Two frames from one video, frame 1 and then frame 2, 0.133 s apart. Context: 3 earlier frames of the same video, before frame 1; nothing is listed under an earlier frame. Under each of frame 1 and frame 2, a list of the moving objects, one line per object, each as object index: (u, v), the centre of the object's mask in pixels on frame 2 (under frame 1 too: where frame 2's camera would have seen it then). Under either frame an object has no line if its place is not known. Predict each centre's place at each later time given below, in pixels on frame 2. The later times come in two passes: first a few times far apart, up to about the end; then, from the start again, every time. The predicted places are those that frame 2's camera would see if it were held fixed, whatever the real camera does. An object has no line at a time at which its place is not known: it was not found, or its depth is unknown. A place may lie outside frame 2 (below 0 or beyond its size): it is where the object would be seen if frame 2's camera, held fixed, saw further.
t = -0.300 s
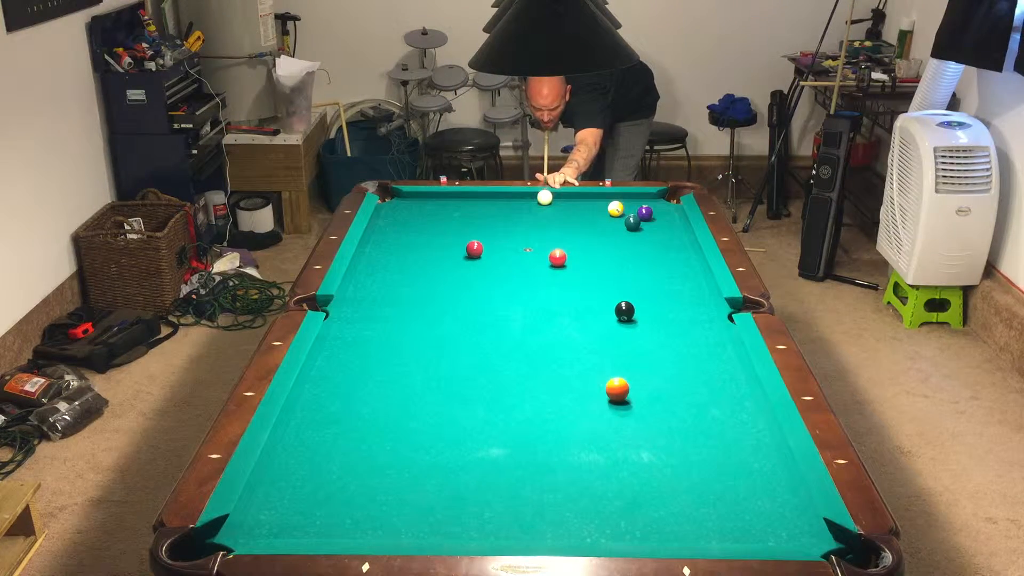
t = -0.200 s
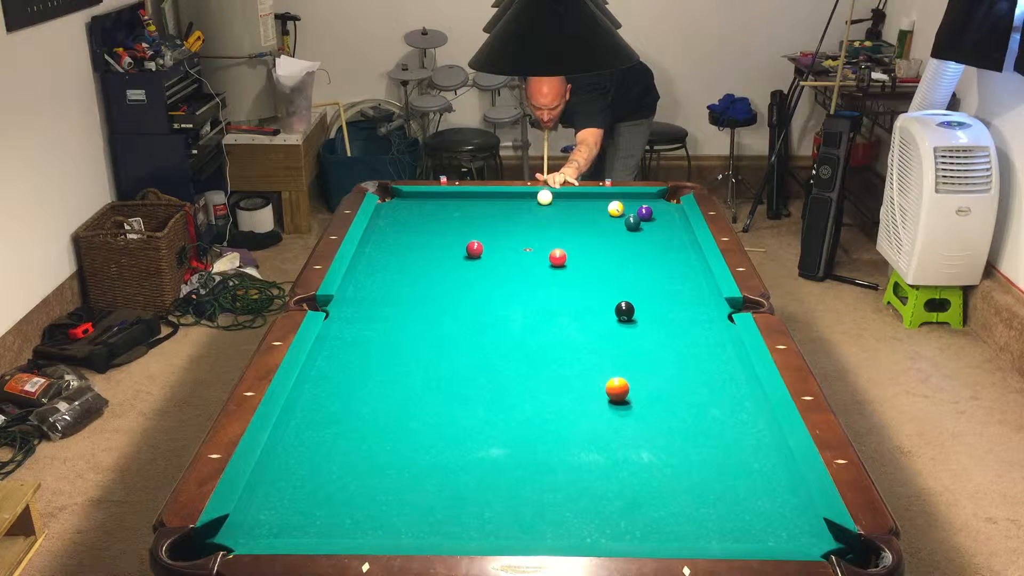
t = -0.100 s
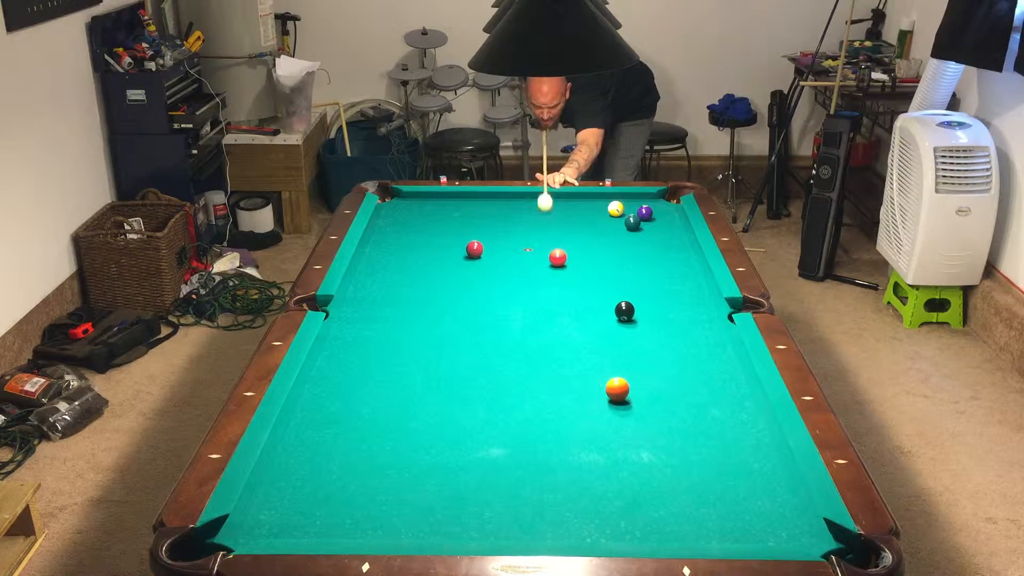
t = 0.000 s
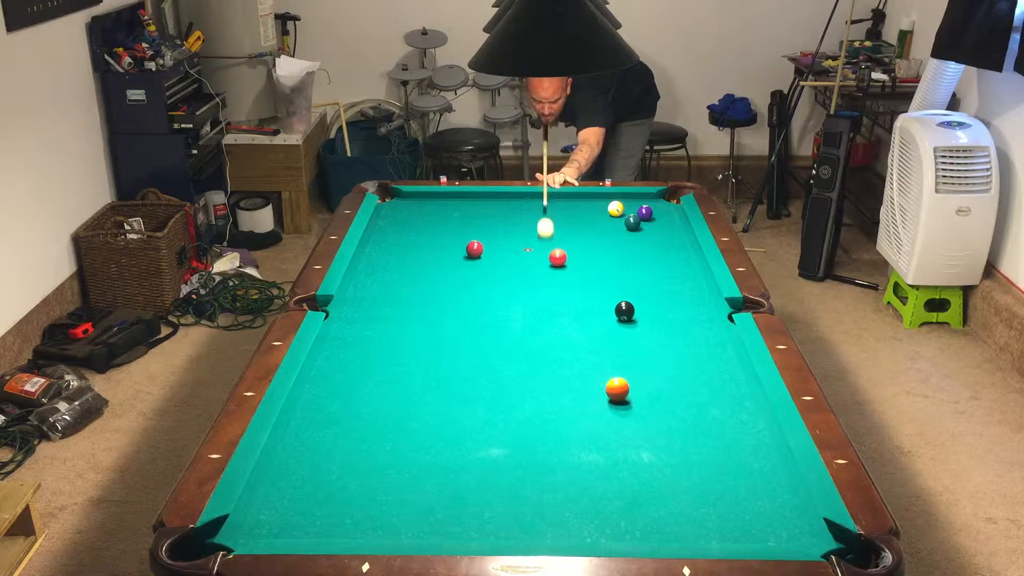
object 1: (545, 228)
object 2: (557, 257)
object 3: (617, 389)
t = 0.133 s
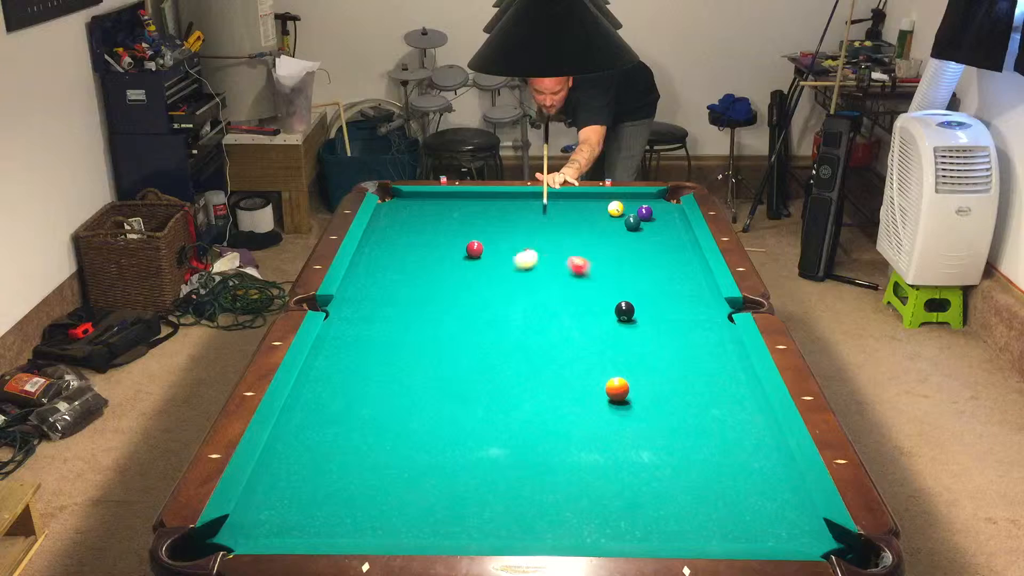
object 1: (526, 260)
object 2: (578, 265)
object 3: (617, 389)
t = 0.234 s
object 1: (489, 277)
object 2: (618, 281)
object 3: (617, 389)
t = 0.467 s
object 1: (399, 329)
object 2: (702, 317)
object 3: (617, 389)
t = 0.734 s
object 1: (314, 400)
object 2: (700, 351)
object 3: (617, 389)
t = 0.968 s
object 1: (340, 460)
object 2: (669, 379)
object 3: (617, 389)
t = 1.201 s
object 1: (373, 528)
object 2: (635, 410)
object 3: (617, 389)
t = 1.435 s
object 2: (598, 443)
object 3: (617, 389)
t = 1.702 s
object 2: (552, 484)
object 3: (617, 389)
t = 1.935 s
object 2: (508, 523)
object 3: (617, 389)
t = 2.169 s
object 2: (463, 514)
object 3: (615, 385)
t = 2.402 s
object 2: (426, 487)
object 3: (610, 374)
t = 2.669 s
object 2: (390, 460)
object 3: (605, 363)
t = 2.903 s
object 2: (363, 439)
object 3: (601, 354)
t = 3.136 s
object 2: (339, 421)
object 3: (597, 347)
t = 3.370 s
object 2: (318, 404)
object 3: (595, 341)
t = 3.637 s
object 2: (306, 388)
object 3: (593, 335)
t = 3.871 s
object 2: (324, 380)
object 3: (592, 327)
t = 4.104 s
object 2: (339, 372)
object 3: (590, 328)
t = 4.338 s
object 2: (353, 365)
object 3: (589, 326)
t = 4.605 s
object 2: (367, 358)
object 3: (589, 326)
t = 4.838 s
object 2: (377, 353)
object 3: (588, 326)
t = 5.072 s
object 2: (386, 349)
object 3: (588, 326)
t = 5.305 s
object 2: (394, 345)
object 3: (588, 325)
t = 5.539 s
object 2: (400, 342)
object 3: (588, 325)
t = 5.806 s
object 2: (406, 340)
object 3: (588, 325)
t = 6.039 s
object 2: (409, 339)
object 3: (588, 325)
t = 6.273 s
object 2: (411, 339)
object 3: (588, 326)
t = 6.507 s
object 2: (412, 339)
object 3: (588, 325)
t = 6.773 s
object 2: (411, 339)
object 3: (588, 325)
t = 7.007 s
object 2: (412, 339)
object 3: (588, 325)
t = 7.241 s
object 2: (412, 339)
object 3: (588, 325)
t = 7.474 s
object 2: (412, 339)
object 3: (588, 326)
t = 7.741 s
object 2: (412, 339)
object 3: (588, 325)
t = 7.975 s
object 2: (412, 339)
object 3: (588, 325)
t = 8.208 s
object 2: (412, 339)
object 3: (588, 326)
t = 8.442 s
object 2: (412, 339)
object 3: (588, 325)
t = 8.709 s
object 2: (412, 338)
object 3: (588, 325)
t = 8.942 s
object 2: (412, 338)
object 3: (588, 325)
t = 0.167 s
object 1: (513, 265)
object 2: (592, 271)
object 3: (617, 389)
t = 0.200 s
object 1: (501, 271)
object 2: (605, 276)
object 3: (617, 389)
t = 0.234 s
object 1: (489, 277)
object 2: (618, 281)
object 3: (617, 389)
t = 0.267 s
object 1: (477, 284)
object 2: (630, 287)
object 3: (617, 389)
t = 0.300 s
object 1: (465, 291)
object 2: (641, 292)
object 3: (617, 389)
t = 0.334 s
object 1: (453, 298)
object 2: (653, 296)
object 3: (617, 389)
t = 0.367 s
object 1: (440, 305)
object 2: (665, 301)
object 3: (617, 389)
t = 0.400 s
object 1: (427, 313)
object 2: (677, 306)
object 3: (617, 389)
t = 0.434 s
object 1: (413, 320)
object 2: (689, 311)
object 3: (617, 389)
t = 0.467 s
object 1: (399, 329)
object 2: (702, 317)
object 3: (617, 389)
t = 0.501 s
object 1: (384, 337)
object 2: (714, 322)
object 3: (617, 389)
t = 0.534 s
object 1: (369, 346)
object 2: (726, 328)
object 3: (617, 389)
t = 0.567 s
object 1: (353, 355)
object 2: (722, 332)
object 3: (617, 389)
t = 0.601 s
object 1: (336, 365)
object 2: (717, 335)
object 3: (617, 389)
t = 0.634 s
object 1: (320, 374)
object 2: (713, 339)
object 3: (617, 389)
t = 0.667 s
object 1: (306, 385)
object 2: (709, 343)
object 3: (617, 389)
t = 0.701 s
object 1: (310, 393)
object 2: (705, 347)
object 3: (617, 389)
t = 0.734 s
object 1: (314, 400)
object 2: (700, 351)
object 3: (617, 389)
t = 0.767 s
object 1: (317, 407)
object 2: (696, 354)
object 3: (617, 389)
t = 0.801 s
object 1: (321, 416)
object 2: (692, 359)
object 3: (617, 389)
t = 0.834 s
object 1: (324, 424)
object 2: (687, 363)
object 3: (617, 389)
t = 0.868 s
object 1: (328, 433)
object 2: (683, 367)
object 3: (617, 389)
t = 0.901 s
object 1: (332, 442)
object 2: (678, 371)
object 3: (617, 389)
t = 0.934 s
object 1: (336, 451)
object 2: (673, 375)
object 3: (617, 389)
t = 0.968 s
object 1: (340, 460)
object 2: (669, 379)
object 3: (617, 389)
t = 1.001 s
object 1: (344, 469)
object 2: (664, 383)
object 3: (617, 389)
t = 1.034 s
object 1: (348, 479)
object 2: (659, 387)
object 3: (617, 389)
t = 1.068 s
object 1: (353, 489)
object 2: (655, 392)
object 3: (617, 389)
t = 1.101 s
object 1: (357, 500)
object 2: (650, 397)
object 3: (617, 389)
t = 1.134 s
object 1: (362, 511)
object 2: (645, 401)
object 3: (617, 389)
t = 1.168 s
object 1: (367, 522)
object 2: (640, 405)
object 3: (617, 389)
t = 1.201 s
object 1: (373, 528)
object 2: (635, 410)
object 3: (617, 389)
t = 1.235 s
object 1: (385, 526)
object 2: (630, 415)
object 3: (617, 389)
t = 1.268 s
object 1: (397, 522)
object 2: (625, 420)
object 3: (617, 389)
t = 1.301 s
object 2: (619, 424)
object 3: (617, 389)
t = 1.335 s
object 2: (614, 428)
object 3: (617, 389)
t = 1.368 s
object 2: (609, 433)
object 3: (617, 389)
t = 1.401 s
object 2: (604, 438)
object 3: (617, 389)
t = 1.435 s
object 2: (598, 443)
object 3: (617, 389)
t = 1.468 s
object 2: (592, 448)
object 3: (617, 389)
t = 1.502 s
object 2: (587, 453)
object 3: (617, 389)
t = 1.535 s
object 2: (581, 458)
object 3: (617, 389)
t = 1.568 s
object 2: (575, 463)
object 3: (617, 389)
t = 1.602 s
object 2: (570, 468)
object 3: (617, 389)
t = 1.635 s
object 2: (564, 473)
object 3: (617, 389)
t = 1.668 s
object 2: (558, 478)
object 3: (617, 389)
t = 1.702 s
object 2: (552, 484)
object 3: (617, 389)
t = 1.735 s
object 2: (546, 490)
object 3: (617, 389)
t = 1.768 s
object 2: (540, 495)
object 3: (617, 389)
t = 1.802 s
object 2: (534, 500)
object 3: (617, 389)
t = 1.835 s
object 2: (527, 506)
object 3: (617, 389)
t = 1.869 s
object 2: (521, 512)
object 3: (617, 389)
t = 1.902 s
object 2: (514, 517)
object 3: (617, 389)
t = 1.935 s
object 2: (508, 523)
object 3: (617, 389)
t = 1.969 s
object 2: (501, 527)
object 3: (617, 389)
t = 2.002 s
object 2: (494, 530)
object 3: (617, 390)
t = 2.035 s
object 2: (487, 529)
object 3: (618, 387)
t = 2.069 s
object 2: (481, 526)
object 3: (617, 385)
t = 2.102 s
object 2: (475, 523)
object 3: (615, 385)
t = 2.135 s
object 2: (469, 519)
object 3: (615, 386)
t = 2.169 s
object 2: (463, 514)
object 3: (615, 385)
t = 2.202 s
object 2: (458, 510)
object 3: (614, 383)
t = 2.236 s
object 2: (452, 506)
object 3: (614, 382)
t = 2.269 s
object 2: (447, 502)
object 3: (613, 380)
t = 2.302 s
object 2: (442, 498)
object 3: (612, 379)
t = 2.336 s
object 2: (436, 494)
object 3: (611, 377)
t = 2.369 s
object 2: (431, 491)
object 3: (611, 376)
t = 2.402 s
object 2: (426, 487)
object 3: (610, 374)
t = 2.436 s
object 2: (421, 483)
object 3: (609, 373)
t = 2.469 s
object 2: (417, 480)
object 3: (609, 371)
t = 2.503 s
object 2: (412, 476)
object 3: (608, 370)
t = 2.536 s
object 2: (407, 473)
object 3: (607, 368)
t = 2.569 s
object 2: (403, 470)
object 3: (607, 367)
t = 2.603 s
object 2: (399, 467)
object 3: (606, 365)
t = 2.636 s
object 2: (394, 463)
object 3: (605, 364)
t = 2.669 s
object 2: (390, 460)
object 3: (605, 363)
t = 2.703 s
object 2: (386, 457)
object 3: (604, 361)
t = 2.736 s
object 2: (382, 454)
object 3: (603, 360)
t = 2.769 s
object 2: (378, 451)
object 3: (603, 359)
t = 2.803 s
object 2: (374, 448)
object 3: (602, 358)
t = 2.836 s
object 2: (370, 445)
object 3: (602, 357)
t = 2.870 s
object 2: (366, 442)
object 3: (601, 355)
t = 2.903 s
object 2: (363, 439)
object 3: (601, 354)
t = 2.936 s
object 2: (359, 437)
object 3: (600, 353)
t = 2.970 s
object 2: (356, 434)
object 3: (600, 352)
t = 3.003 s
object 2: (352, 431)
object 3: (599, 351)
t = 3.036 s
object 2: (349, 428)
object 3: (599, 350)
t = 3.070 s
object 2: (345, 426)
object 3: (598, 349)
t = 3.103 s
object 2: (342, 423)
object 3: (598, 348)
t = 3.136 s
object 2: (339, 421)
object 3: (597, 347)
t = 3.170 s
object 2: (336, 418)
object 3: (597, 346)
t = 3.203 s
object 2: (333, 416)
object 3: (597, 345)
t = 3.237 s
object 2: (329, 413)
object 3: (596, 344)
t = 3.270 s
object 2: (327, 411)
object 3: (596, 343)
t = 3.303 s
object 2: (323, 409)
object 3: (595, 343)
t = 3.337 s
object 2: (321, 406)
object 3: (595, 342)
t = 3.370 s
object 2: (318, 404)
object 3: (595, 341)
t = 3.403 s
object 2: (315, 402)
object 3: (595, 340)
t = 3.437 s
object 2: (312, 400)
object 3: (594, 339)
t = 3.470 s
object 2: (310, 398)
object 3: (594, 339)
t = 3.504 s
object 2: (307, 395)
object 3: (594, 338)
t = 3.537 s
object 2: (305, 393)
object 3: (593, 337)
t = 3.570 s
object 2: (302, 391)
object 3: (593, 337)
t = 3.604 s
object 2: (304, 390)
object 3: (593, 336)
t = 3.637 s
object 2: (306, 388)
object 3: (593, 335)
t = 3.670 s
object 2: (309, 386)
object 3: (592, 334)
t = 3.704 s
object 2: (311, 386)
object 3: (591, 333)
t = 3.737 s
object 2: (314, 384)
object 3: (590, 332)
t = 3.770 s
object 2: (316, 383)
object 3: (590, 330)
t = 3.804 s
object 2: (319, 382)
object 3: (590, 329)
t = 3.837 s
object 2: (321, 381)
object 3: (591, 328)
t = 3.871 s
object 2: (324, 380)
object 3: (592, 327)
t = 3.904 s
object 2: (326, 379)
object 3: (592, 327)
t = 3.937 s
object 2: (328, 377)
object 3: (592, 328)
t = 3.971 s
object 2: (330, 376)
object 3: (592, 329)
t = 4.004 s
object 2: (332, 375)
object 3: (592, 329)
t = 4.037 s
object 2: (335, 374)
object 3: (591, 329)
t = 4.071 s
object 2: (337, 373)
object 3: (590, 329)
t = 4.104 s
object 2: (339, 372)
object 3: (590, 328)
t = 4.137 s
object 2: (341, 371)
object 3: (590, 328)
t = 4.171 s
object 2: (343, 370)
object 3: (590, 328)
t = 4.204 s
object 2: (345, 369)
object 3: (589, 328)
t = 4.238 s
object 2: (347, 368)
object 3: (590, 327)
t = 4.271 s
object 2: (349, 366)
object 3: (589, 327)
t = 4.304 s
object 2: (351, 366)
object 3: (589, 327)
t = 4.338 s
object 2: (353, 365)
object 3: (589, 326)
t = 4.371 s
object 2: (355, 364)
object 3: (589, 326)
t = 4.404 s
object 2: (356, 363)
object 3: (589, 326)
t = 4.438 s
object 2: (358, 361)
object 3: (589, 326)
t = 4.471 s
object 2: (360, 361)
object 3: (589, 326)
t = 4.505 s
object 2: (362, 360)
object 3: (589, 326)
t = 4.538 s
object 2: (363, 359)
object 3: (589, 326)
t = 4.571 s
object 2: (365, 359)
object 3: (589, 326)
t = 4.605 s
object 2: (367, 358)
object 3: (589, 326)
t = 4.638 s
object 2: (368, 357)
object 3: (589, 325)
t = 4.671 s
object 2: (370, 356)
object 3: (589, 326)
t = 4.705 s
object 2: (371, 355)
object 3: (588, 326)
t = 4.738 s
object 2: (373, 355)
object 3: (588, 326)
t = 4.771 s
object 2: (374, 354)
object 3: (588, 325)
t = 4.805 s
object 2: (376, 353)
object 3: (588, 326)
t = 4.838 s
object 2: (377, 353)
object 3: (588, 326)
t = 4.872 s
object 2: (378, 352)
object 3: (588, 326)
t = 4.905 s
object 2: (380, 351)
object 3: (588, 325)
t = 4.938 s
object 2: (381, 351)
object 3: (588, 326)
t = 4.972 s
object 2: (383, 350)
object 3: (588, 325)
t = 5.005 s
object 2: (384, 349)
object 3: (588, 326)
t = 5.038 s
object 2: (385, 349)
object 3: (588, 326)
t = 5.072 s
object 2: (386, 349)
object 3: (588, 326)
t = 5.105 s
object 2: (387, 348)
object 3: (588, 325)
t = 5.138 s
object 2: (389, 347)
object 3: (588, 326)
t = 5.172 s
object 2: (390, 347)
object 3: (588, 325)
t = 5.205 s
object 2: (391, 346)
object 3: (588, 326)
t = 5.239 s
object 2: (392, 346)
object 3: (588, 326)
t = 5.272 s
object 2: (393, 346)
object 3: (588, 326)
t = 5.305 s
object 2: (394, 345)
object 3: (588, 325)
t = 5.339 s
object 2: (395, 345)
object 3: (588, 326)
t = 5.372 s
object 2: (396, 344)
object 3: (588, 325)
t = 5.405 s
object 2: (397, 343)
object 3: (588, 325)
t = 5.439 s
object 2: (398, 343)
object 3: (588, 325)
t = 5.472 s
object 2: (398, 343)
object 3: (588, 325)
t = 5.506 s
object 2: (399, 343)
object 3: (588, 325)
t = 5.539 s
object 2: (400, 342)
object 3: (588, 325)
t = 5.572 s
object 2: (401, 341)
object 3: (588, 325)
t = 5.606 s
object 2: (402, 341)
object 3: (588, 325)
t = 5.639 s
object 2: (402, 341)
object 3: (588, 325)
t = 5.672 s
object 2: (403, 341)
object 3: (588, 326)
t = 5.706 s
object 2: (404, 341)
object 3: (588, 326)
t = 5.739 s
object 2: (405, 340)
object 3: (588, 325)
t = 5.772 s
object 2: (405, 340)
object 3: (588, 325)
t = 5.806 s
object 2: (406, 340)
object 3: (588, 325)
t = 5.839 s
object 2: (407, 340)
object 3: (588, 325)
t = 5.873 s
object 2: (407, 340)
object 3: (588, 325)
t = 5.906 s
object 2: (408, 340)
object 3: (588, 325)
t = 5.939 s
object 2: (408, 339)
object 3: (588, 325)
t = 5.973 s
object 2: (409, 339)
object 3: (588, 325)
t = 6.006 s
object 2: (409, 339)
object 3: (588, 325)
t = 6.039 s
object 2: (409, 339)
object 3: (588, 325)
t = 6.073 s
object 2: (410, 339)
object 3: (588, 326)
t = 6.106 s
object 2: (410, 339)
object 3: (588, 325)
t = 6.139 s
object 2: (411, 339)
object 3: (588, 325)
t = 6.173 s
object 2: (411, 339)
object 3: (588, 325)
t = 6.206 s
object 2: (411, 339)
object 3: (588, 325)
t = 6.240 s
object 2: (411, 339)
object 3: (588, 326)
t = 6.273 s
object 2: (411, 339)
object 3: (588, 326)
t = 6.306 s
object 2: (411, 339)
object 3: (588, 326)
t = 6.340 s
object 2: (412, 339)
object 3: (588, 325)
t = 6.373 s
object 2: (412, 339)
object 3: (588, 326)
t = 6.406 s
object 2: (412, 339)
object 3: (588, 325)
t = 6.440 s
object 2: (412, 339)
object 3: (588, 326)
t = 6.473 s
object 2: (412, 339)
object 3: (588, 325)
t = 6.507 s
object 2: (412, 339)
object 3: (588, 325)
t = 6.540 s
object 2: (411, 339)
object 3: (588, 325)
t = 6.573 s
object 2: (412, 339)
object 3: (588, 325)
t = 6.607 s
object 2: (412, 339)
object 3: (588, 325)
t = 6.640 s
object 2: (411, 339)
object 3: (588, 325)
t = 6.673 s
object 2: (411, 339)
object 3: (588, 325)
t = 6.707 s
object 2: (411, 339)
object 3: (588, 325)
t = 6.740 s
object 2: (412, 339)
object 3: (588, 325)
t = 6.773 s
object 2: (411, 339)
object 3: (588, 325)
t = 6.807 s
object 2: (411, 339)
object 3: (588, 325)
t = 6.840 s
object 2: (411, 339)
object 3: (588, 325)
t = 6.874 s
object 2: (411, 339)
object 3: (588, 325)
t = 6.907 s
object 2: (411, 339)
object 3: (588, 325)
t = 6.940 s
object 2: (412, 339)
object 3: (588, 326)
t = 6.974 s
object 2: (411, 339)
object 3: (588, 325)
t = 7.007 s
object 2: (412, 339)
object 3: (588, 325)
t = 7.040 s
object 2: (412, 339)
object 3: (588, 325)
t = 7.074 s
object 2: (412, 339)
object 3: (588, 325)
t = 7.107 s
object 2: (412, 339)
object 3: (588, 325)
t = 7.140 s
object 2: (412, 339)
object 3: (588, 325)
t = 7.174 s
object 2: (412, 339)
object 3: (588, 325)
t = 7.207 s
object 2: (412, 339)
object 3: (588, 325)
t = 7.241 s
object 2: (412, 339)
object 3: (588, 325)
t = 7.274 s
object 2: (412, 339)
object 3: (588, 326)
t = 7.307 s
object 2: (412, 339)
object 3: (588, 325)
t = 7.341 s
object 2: (412, 339)
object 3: (588, 326)
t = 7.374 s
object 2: (412, 339)
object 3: (588, 326)
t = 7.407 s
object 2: (412, 339)
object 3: (588, 326)
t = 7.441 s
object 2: (412, 339)
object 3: (588, 325)
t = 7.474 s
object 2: (412, 339)
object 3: (588, 326)
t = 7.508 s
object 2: (412, 339)
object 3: (588, 325)
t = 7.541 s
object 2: (412, 339)
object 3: (588, 325)
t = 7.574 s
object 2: (412, 339)
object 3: (588, 325)
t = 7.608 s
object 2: (412, 339)
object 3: (588, 325)
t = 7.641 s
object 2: (412, 339)
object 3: (588, 325)
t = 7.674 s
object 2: (412, 339)
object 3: (588, 325)
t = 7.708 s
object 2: (412, 339)
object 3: (588, 325)
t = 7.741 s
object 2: (412, 339)
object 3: (588, 325)
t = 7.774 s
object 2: (412, 339)
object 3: (588, 325)
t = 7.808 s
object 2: (412, 339)
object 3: (588, 325)
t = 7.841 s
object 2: (412, 339)
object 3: (588, 325)
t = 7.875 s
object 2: (412, 339)
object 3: (588, 325)
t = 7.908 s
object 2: (412, 339)
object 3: (588, 325)
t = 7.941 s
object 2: (412, 339)
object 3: (588, 325)
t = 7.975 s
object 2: (412, 339)
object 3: (588, 325)
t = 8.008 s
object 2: (412, 339)
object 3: (588, 325)
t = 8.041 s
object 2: (412, 339)
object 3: (588, 325)
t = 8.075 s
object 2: (412, 339)
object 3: (588, 325)
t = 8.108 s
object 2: (412, 339)
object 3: (588, 326)
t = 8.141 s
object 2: (412, 339)
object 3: (588, 325)
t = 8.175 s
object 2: (412, 339)
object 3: (588, 326)
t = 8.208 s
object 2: (412, 339)
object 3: (588, 326)
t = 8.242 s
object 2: (412, 339)
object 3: (588, 325)
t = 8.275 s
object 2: (412, 339)
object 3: (588, 326)
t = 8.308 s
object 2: (412, 339)
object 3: (588, 325)
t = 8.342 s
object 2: (412, 339)
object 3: (588, 325)
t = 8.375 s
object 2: (412, 339)
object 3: (588, 326)
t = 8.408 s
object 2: (412, 339)
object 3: (588, 326)
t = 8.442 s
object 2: (412, 339)
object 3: (588, 325)
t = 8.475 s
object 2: (412, 339)
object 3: (588, 326)
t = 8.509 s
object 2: (412, 339)
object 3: (588, 325)
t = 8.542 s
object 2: (412, 339)
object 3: (588, 326)
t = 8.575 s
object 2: (412, 339)
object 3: (588, 326)
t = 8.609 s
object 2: (412, 338)
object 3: (588, 325)
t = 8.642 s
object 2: (412, 339)
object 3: (588, 325)
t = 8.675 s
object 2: (412, 338)
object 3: (588, 325)
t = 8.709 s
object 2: (412, 338)
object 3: (588, 325)
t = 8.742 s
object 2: (412, 338)
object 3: (588, 325)
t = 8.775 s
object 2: (412, 338)
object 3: (588, 325)
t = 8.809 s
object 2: (412, 338)
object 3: (588, 325)
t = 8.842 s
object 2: (412, 338)
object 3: (588, 325)
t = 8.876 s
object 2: (412, 338)
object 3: (588, 325)
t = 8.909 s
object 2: (412, 338)
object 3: (588, 325)
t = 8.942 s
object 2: (412, 338)
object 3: (588, 325)
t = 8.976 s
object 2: (411, 339)
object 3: (588, 325)
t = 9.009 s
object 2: (412, 339)
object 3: (588, 325)
